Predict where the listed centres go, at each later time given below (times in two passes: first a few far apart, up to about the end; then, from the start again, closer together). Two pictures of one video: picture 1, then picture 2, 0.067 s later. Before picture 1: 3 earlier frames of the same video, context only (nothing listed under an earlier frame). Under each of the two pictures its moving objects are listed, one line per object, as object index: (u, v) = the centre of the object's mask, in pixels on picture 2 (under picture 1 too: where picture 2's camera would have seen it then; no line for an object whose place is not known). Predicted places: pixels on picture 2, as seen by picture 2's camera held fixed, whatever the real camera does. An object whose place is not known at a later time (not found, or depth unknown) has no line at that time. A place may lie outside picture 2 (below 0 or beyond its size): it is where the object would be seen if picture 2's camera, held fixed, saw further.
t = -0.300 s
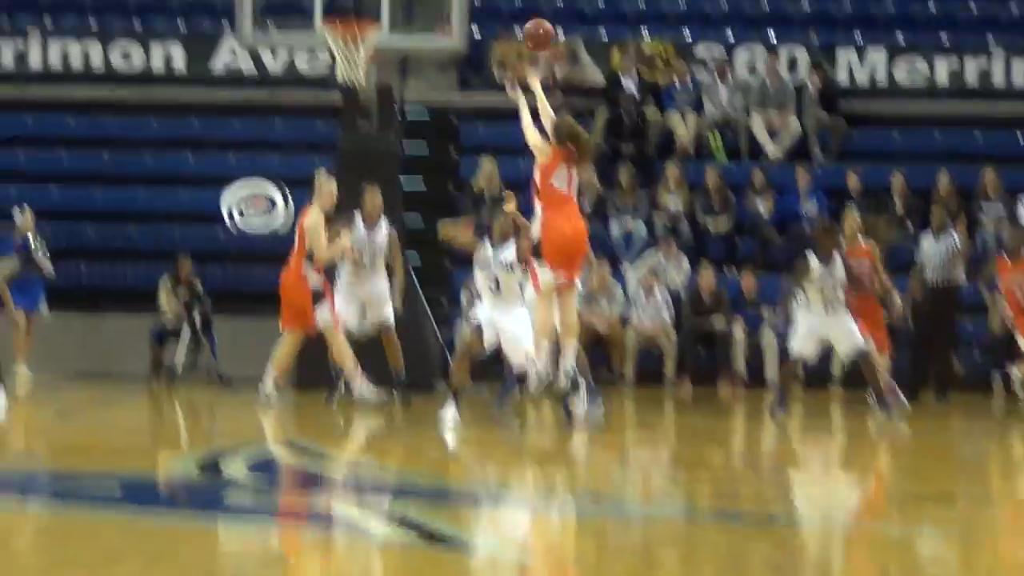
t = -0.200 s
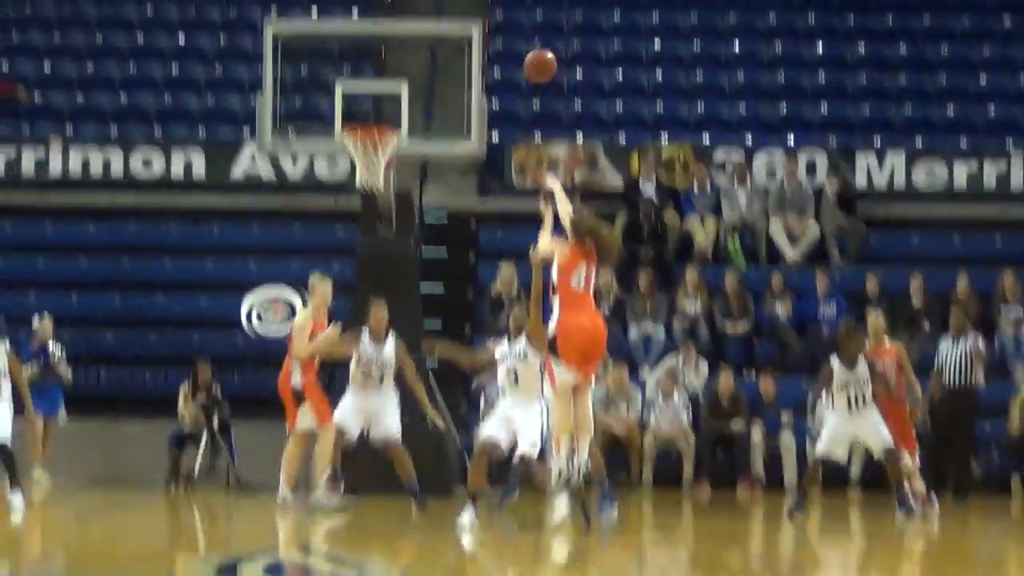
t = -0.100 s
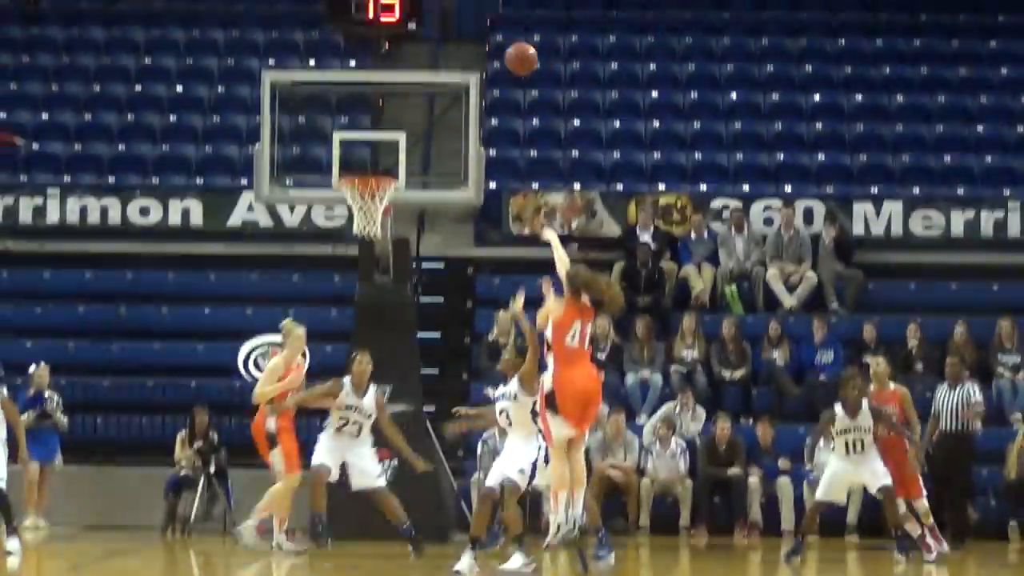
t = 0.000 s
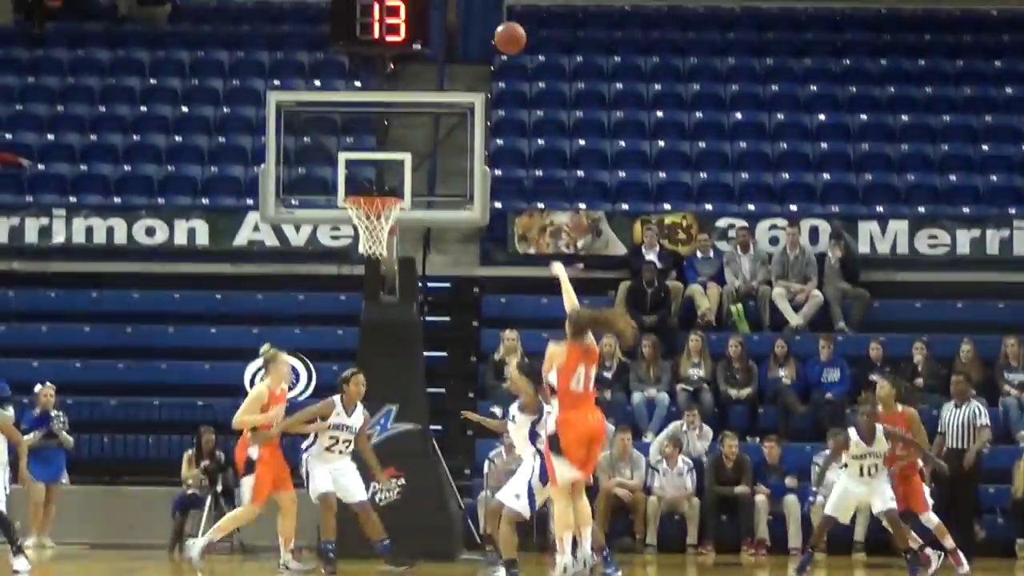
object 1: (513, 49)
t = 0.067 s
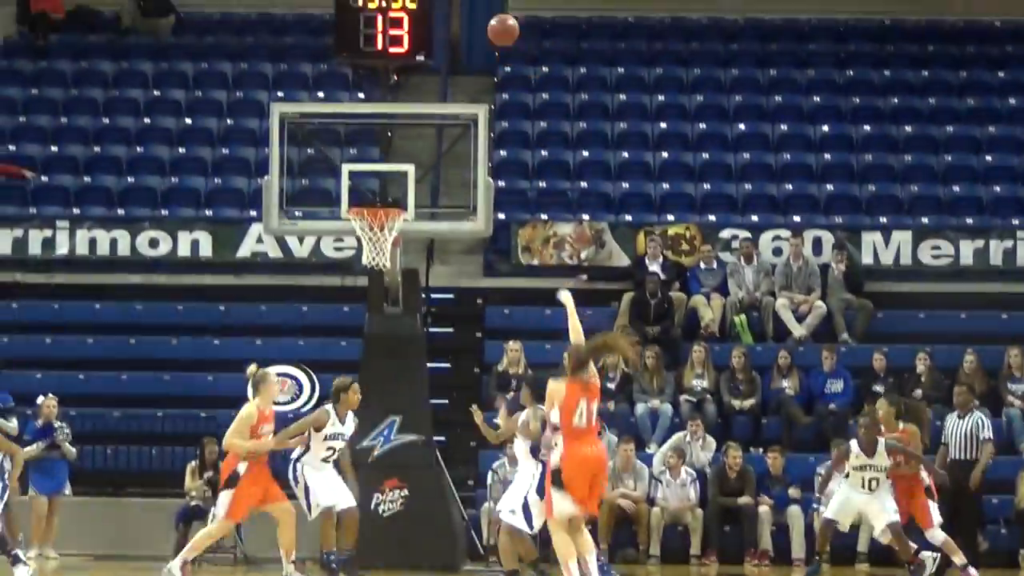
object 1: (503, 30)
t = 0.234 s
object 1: (479, 9)
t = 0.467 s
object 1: (445, 36)
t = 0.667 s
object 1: (417, 110)
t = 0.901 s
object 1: (366, 184)
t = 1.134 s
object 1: (267, 153)
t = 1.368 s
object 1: (175, 186)
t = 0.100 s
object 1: (499, 23)
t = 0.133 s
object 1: (493, 17)
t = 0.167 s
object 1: (488, 13)
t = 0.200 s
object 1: (484, 10)
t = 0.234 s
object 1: (479, 9)
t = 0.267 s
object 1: (474, 9)
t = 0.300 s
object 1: (469, 10)
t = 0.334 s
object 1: (464, 13)
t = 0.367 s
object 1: (459, 17)
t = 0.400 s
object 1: (455, 22)
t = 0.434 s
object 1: (450, 29)
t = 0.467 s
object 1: (445, 36)
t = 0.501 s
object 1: (441, 46)
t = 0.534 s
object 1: (436, 55)
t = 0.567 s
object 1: (431, 68)
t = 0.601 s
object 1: (426, 81)
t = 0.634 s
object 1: (421, 94)
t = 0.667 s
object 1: (417, 110)
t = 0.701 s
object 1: (412, 127)
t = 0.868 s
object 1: (380, 192)
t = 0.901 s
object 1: (366, 184)
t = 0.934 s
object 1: (353, 175)
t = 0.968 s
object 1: (337, 166)
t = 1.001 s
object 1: (324, 162)
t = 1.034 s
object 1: (311, 157)
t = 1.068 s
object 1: (296, 155)
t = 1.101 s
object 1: (282, 153)
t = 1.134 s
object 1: (267, 153)
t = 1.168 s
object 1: (254, 153)
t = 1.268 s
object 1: (214, 163)
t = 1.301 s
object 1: (201, 170)
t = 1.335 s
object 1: (188, 177)
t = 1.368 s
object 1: (175, 186)
